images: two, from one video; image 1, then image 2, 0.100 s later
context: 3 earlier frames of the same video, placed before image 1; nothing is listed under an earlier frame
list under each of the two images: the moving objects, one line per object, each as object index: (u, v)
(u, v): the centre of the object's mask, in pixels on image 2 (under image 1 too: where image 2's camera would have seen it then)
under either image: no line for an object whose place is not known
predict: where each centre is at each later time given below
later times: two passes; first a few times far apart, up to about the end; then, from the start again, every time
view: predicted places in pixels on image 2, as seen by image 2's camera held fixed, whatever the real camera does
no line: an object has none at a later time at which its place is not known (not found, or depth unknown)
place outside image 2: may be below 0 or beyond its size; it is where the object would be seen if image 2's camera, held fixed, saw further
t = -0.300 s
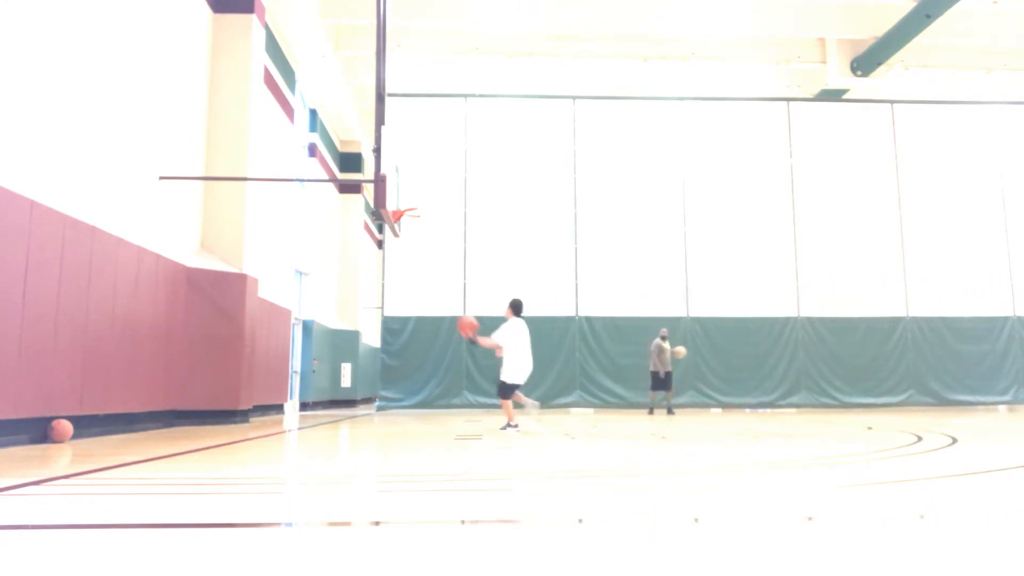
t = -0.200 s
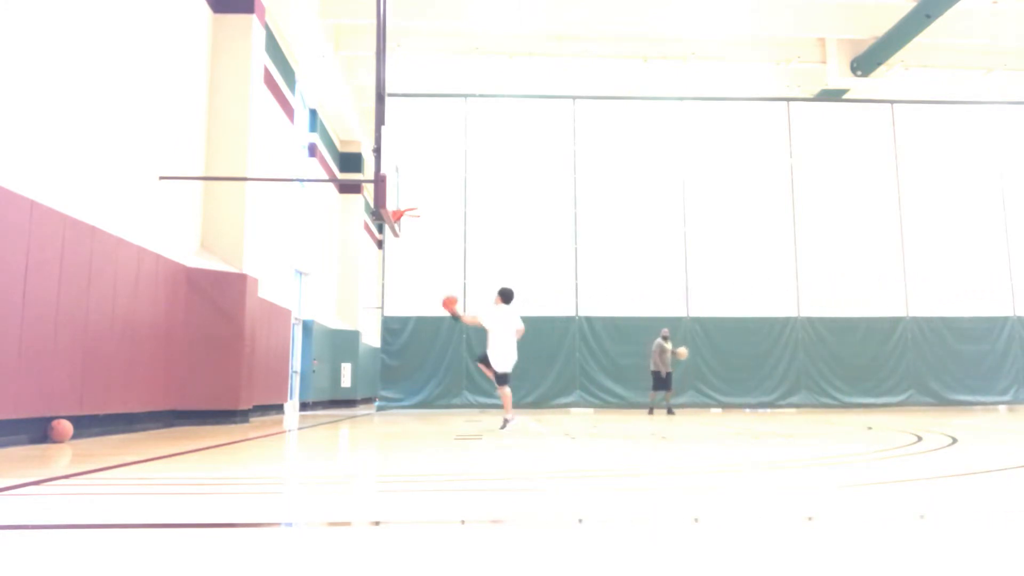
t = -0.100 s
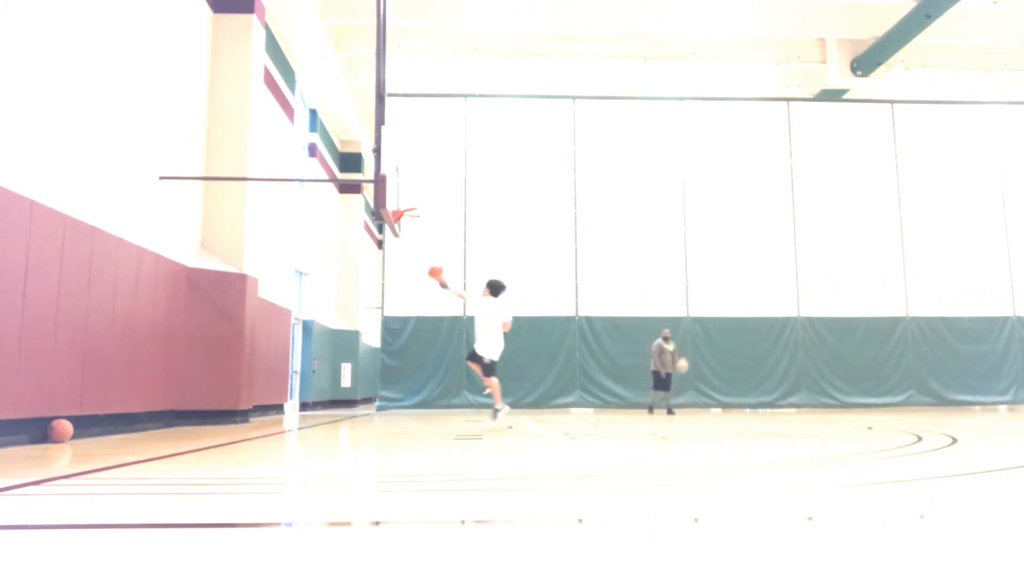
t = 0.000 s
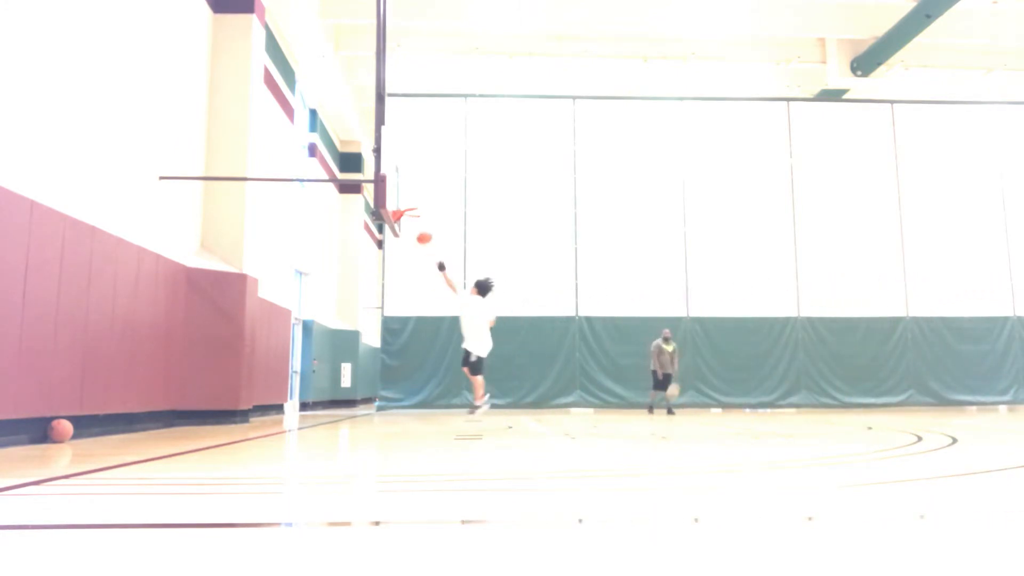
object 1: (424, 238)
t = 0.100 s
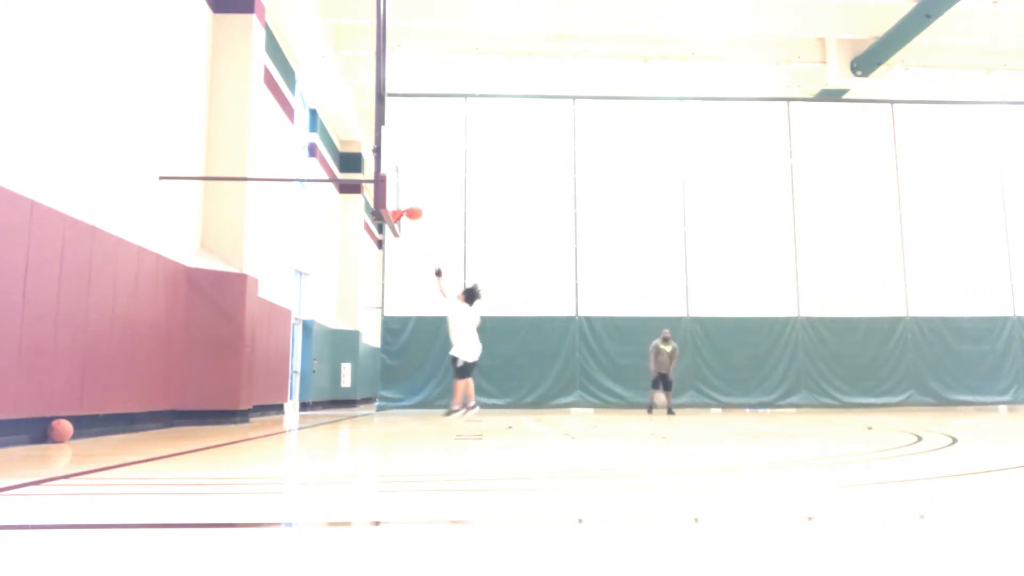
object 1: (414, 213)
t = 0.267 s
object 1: (397, 191)
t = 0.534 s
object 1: (420, 196)
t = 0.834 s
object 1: (415, 223)
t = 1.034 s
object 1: (428, 261)
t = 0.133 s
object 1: (410, 207)
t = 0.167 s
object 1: (407, 202)
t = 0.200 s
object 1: (403, 197)
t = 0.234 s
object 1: (401, 193)
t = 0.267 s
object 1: (397, 191)
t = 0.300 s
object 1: (398, 189)
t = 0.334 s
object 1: (401, 187)
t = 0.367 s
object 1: (404, 187)
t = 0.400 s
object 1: (408, 187)
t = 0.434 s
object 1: (411, 188)
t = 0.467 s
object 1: (414, 190)
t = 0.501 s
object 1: (417, 193)
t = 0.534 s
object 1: (420, 196)
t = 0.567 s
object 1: (423, 200)
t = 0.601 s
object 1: (426, 204)
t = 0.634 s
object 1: (427, 209)
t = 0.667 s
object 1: (424, 209)
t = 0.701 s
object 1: (419, 211)
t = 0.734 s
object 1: (414, 213)
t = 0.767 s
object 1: (412, 215)
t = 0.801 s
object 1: (414, 218)
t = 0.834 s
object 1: (415, 223)
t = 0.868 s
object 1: (418, 229)
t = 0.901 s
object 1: (420, 235)
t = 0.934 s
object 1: (423, 241)
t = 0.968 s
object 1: (425, 246)
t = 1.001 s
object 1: (426, 253)
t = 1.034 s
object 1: (428, 261)
